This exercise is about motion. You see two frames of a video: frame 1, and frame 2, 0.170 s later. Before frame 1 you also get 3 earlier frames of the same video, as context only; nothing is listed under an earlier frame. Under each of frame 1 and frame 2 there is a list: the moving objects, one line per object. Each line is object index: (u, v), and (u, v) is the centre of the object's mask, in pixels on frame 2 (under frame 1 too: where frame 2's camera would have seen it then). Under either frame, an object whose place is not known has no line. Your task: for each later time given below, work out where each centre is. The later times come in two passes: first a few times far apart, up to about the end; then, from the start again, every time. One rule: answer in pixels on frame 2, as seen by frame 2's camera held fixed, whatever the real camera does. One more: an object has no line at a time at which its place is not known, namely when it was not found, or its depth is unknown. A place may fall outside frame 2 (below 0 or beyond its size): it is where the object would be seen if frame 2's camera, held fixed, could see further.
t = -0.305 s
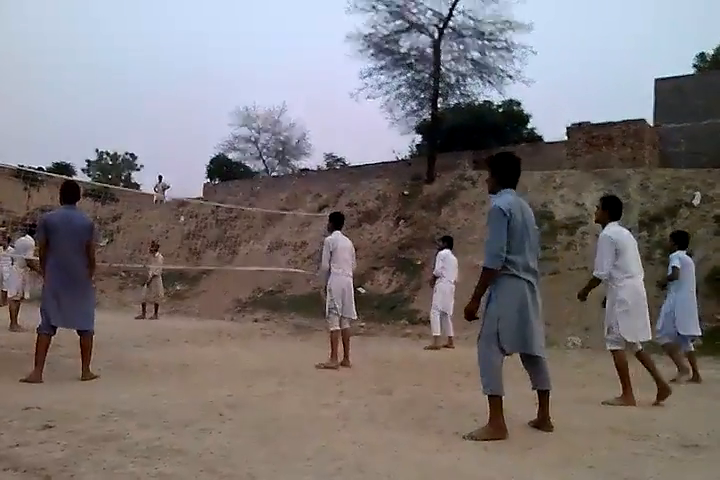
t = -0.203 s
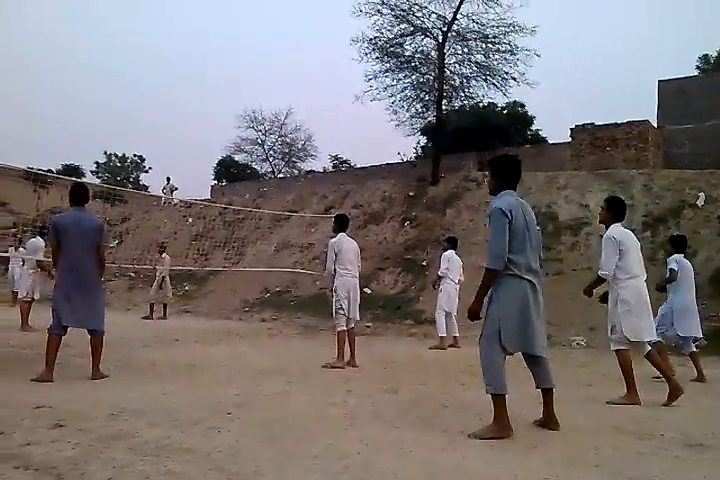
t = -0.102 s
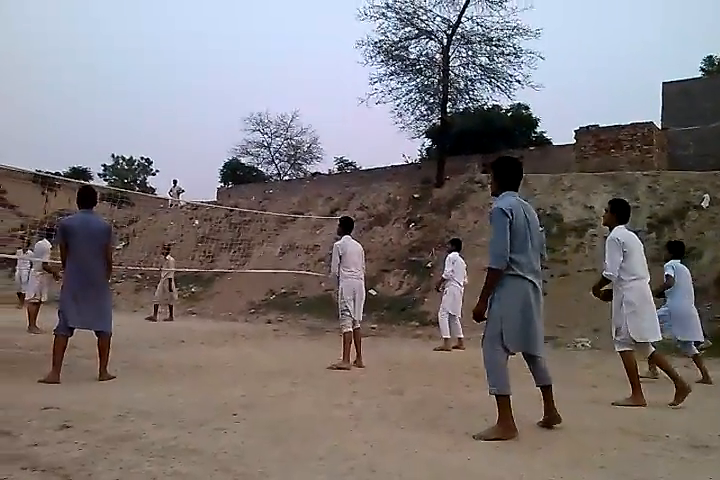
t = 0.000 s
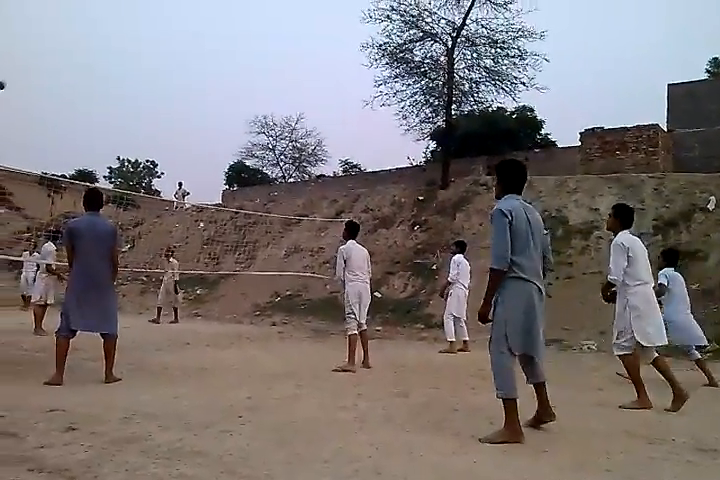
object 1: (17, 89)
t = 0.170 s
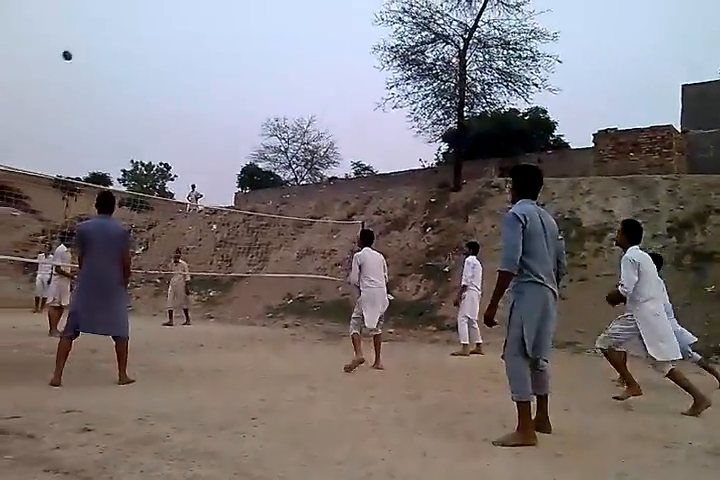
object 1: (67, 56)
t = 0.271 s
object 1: (99, 42)
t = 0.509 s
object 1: (183, 27)
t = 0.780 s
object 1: (294, 51)
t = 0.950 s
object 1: (378, 99)
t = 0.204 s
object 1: (77, 50)
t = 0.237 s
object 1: (88, 46)
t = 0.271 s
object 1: (99, 42)
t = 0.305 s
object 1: (111, 38)
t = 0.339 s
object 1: (122, 35)
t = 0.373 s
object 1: (134, 32)
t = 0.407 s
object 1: (146, 30)
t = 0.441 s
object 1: (158, 28)
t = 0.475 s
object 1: (170, 28)
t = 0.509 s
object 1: (183, 27)
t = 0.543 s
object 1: (196, 27)
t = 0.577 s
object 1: (209, 29)
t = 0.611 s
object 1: (222, 30)
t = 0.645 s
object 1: (236, 33)
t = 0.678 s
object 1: (250, 36)
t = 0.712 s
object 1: (264, 41)
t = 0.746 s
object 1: (279, 45)
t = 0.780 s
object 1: (294, 51)
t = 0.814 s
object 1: (310, 58)
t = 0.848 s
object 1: (326, 66)
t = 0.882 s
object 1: (342, 76)
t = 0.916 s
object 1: (360, 86)
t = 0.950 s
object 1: (378, 99)
